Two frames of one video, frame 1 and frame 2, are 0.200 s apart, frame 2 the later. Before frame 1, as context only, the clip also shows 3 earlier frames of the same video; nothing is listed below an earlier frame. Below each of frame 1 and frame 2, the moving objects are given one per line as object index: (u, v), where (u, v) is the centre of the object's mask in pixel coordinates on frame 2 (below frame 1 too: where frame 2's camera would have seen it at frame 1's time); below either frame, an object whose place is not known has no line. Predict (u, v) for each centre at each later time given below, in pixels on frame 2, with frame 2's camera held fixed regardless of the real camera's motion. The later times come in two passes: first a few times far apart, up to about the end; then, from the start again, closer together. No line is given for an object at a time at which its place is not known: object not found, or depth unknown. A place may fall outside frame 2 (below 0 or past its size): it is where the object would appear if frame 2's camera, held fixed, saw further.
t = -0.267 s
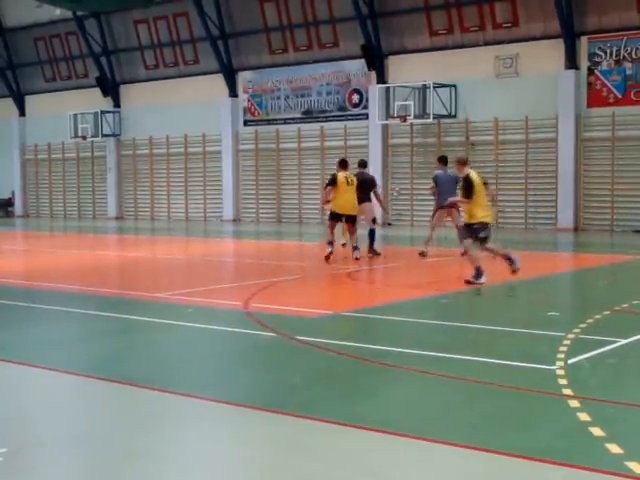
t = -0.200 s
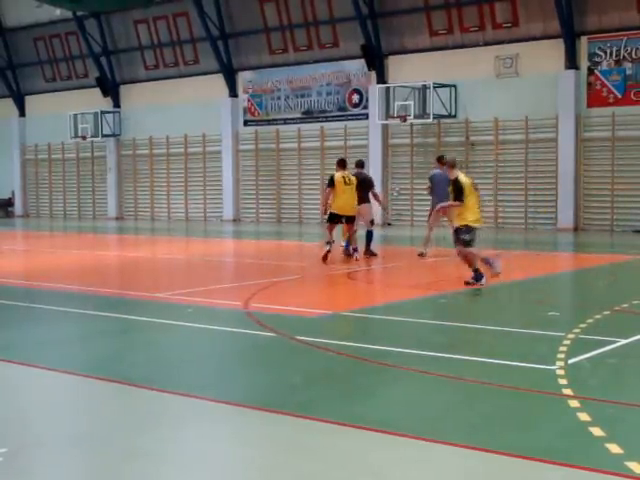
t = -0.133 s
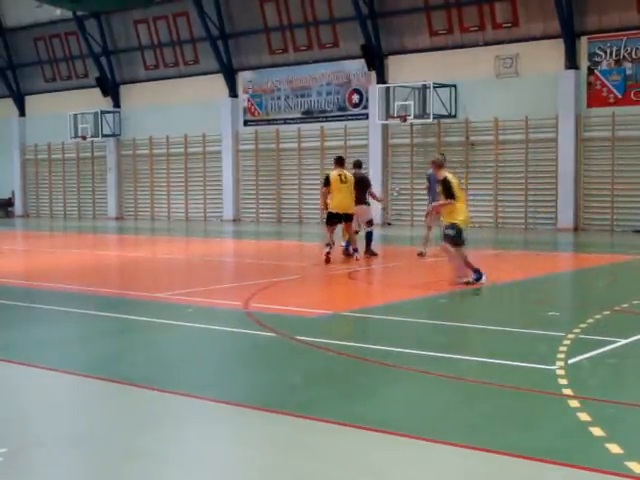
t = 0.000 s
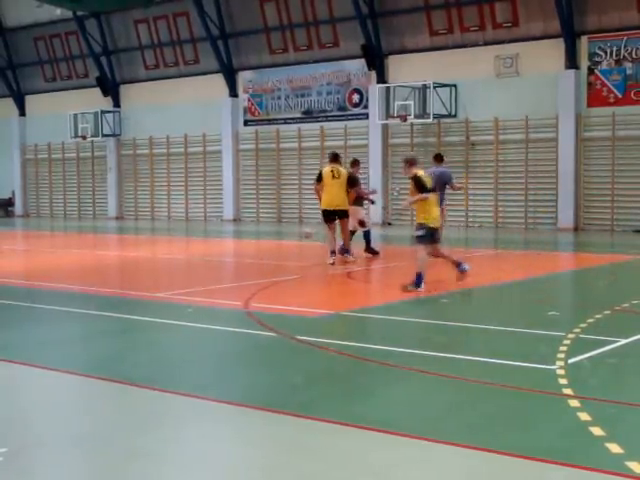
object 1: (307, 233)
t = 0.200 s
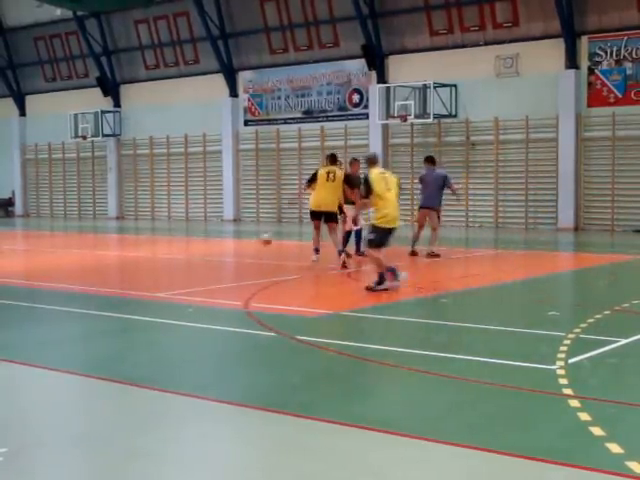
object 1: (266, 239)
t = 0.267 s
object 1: (251, 244)
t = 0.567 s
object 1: (177, 263)
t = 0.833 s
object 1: (110, 271)
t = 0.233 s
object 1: (258, 242)
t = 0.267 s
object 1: (251, 244)
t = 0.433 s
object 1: (211, 256)
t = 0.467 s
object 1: (202, 259)
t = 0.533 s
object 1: (186, 260)
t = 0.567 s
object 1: (177, 263)
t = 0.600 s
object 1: (169, 263)
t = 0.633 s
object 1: (161, 263)
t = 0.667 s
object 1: (152, 264)
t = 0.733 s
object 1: (136, 268)
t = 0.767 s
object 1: (127, 267)
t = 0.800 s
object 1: (118, 270)
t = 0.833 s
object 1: (110, 271)
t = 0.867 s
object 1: (102, 272)
